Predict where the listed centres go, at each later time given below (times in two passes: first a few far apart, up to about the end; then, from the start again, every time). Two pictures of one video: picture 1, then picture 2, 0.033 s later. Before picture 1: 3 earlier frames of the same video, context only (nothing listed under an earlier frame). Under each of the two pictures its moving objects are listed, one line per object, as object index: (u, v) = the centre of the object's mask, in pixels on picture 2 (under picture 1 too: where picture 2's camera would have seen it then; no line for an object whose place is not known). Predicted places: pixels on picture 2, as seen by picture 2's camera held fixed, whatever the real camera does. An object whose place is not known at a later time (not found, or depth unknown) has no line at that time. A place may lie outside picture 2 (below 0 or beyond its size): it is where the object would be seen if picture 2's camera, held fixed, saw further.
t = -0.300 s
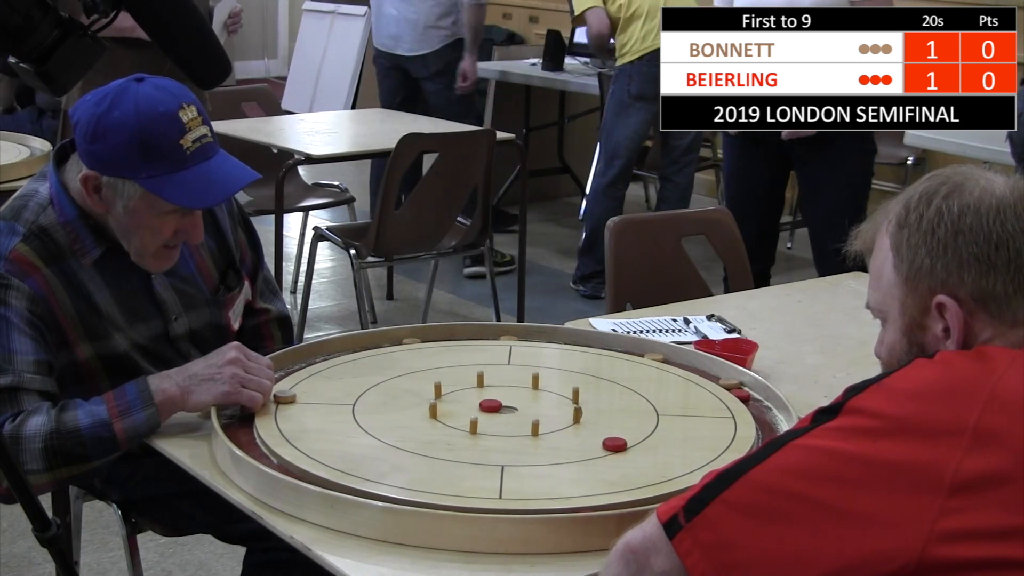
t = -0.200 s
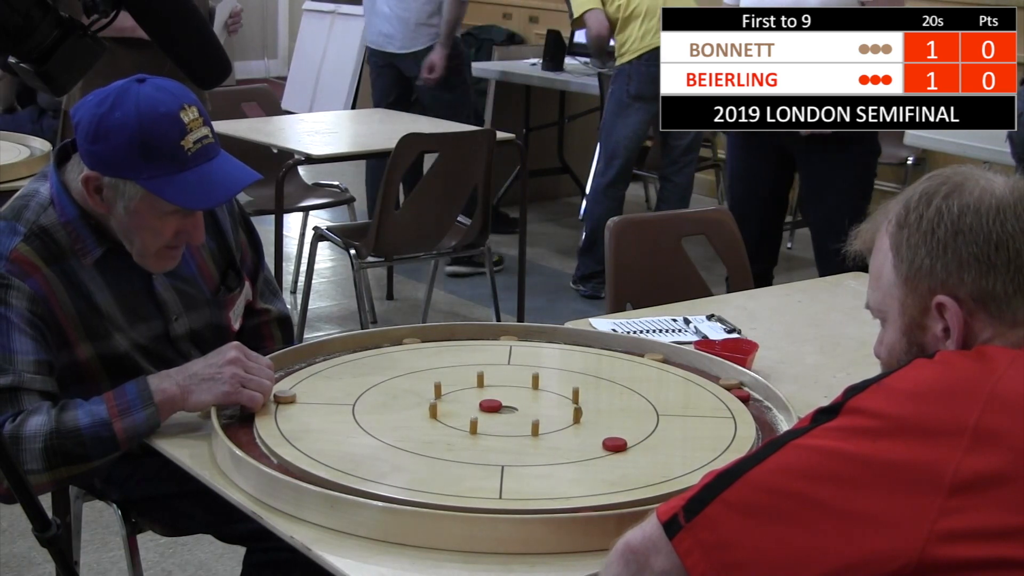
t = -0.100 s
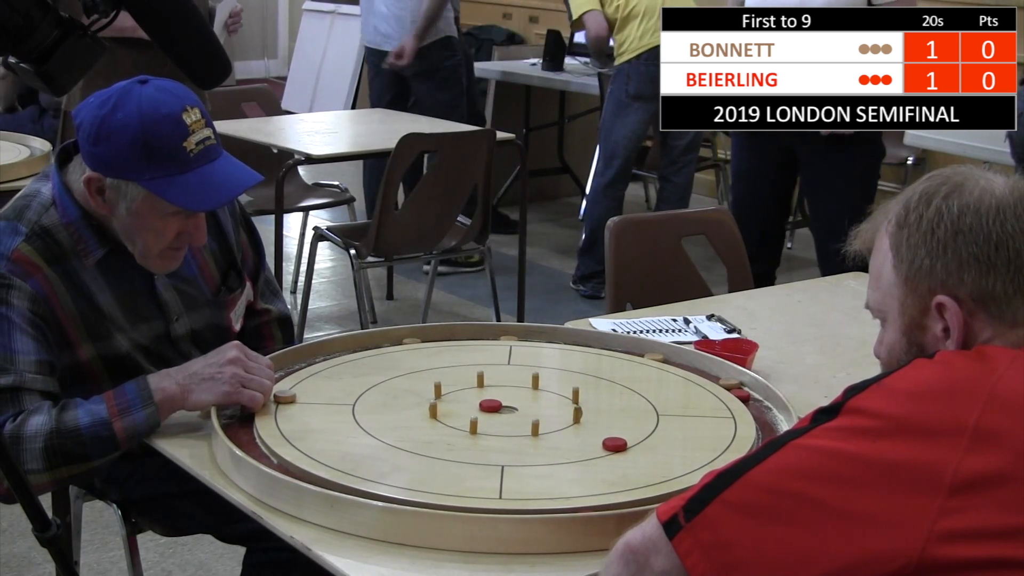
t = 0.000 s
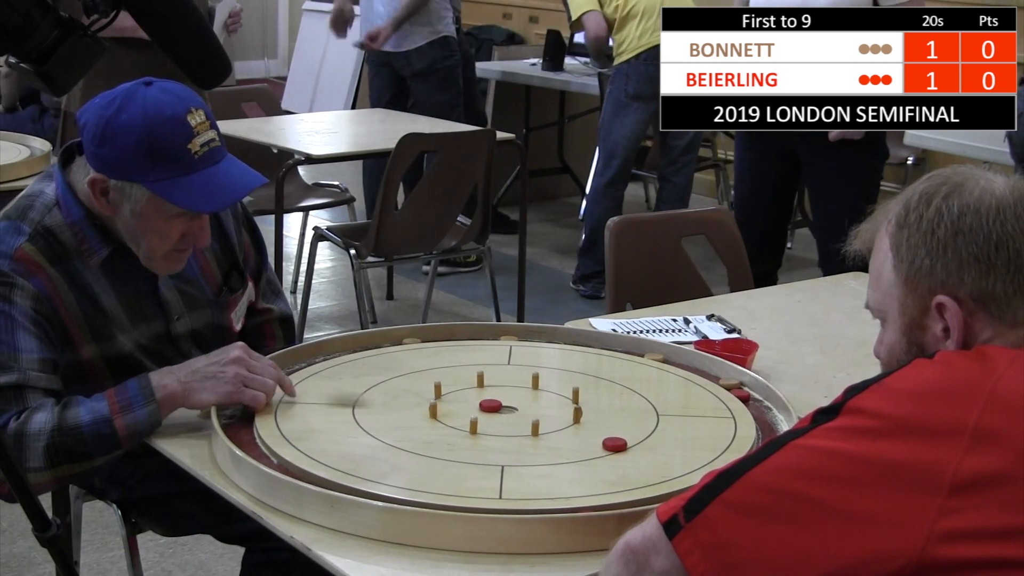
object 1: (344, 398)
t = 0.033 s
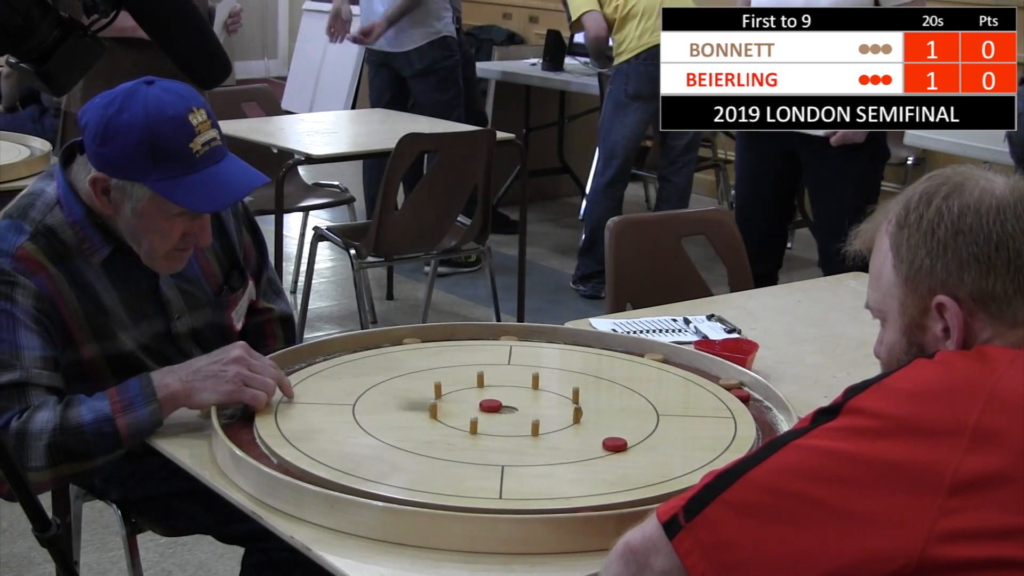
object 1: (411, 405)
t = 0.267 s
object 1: (505, 441)
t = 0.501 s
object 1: (469, 466)
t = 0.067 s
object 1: (472, 407)
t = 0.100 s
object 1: (486, 409)
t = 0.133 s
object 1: (501, 416)
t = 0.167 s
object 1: (516, 428)
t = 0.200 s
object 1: (516, 426)
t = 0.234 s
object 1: (511, 429)
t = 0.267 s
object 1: (505, 441)
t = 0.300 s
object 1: (499, 443)
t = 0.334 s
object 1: (495, 445)
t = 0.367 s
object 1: (488, 456)
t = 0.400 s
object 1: (484, 455)
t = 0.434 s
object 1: (478, 459)
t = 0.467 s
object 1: (474, 465)
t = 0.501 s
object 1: (469, 466)
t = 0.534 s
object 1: (465, 468)
